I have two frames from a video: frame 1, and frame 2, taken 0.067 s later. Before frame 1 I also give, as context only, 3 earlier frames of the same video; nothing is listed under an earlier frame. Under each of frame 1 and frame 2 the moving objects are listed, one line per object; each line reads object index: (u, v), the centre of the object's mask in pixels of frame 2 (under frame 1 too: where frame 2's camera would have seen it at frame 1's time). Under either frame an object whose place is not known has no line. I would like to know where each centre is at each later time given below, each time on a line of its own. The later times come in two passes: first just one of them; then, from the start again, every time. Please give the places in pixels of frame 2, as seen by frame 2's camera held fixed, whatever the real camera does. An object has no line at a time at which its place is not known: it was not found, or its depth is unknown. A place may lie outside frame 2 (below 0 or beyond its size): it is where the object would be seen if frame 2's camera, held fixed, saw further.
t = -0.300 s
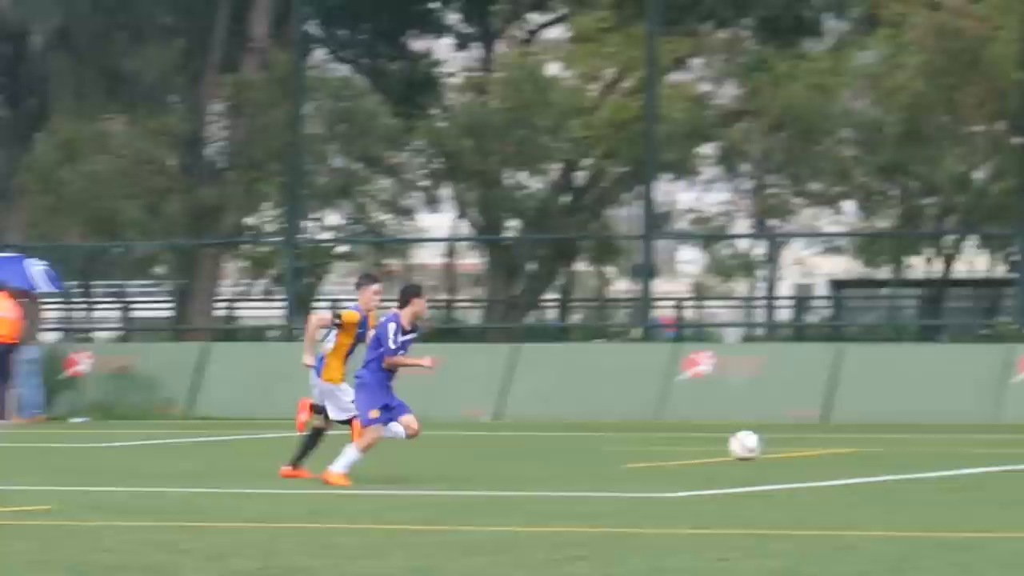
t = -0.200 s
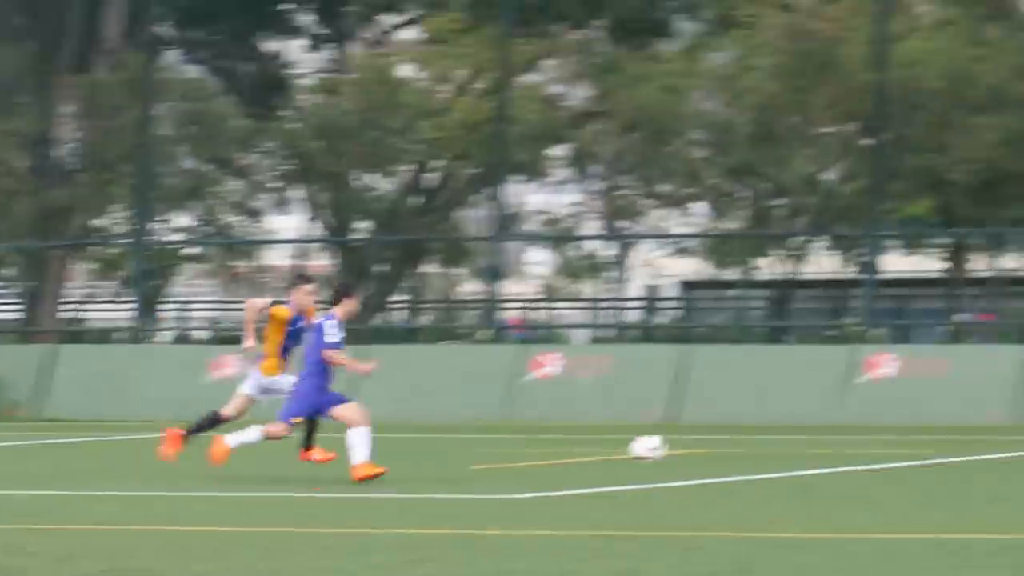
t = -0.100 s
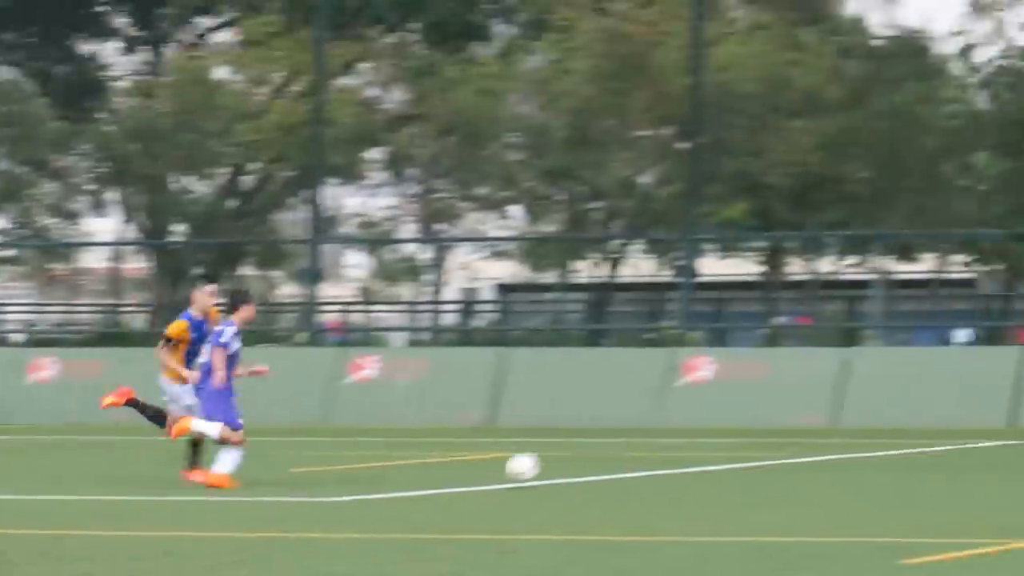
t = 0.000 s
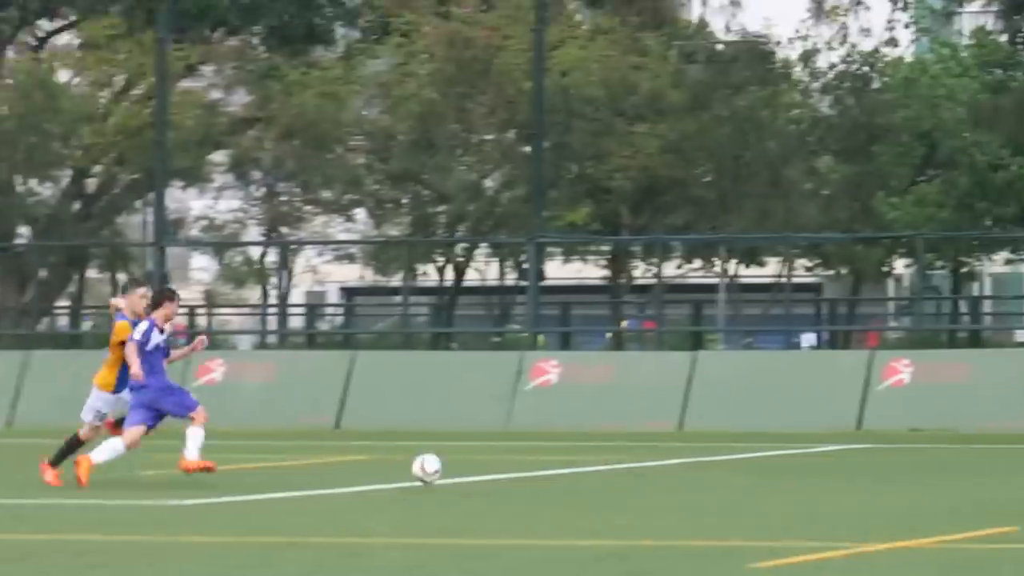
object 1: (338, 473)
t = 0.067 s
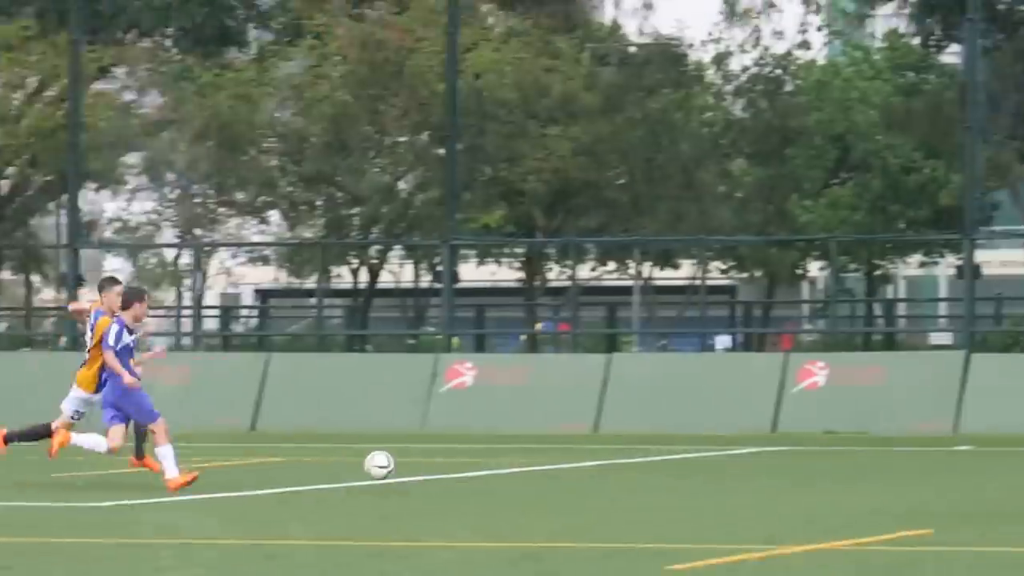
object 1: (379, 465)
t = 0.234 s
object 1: (466, 472)
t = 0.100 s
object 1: (396, 464)
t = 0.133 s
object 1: (414, 464)
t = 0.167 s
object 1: (431, 464)
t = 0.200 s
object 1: (448, 468)
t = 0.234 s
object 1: (466, 472)
